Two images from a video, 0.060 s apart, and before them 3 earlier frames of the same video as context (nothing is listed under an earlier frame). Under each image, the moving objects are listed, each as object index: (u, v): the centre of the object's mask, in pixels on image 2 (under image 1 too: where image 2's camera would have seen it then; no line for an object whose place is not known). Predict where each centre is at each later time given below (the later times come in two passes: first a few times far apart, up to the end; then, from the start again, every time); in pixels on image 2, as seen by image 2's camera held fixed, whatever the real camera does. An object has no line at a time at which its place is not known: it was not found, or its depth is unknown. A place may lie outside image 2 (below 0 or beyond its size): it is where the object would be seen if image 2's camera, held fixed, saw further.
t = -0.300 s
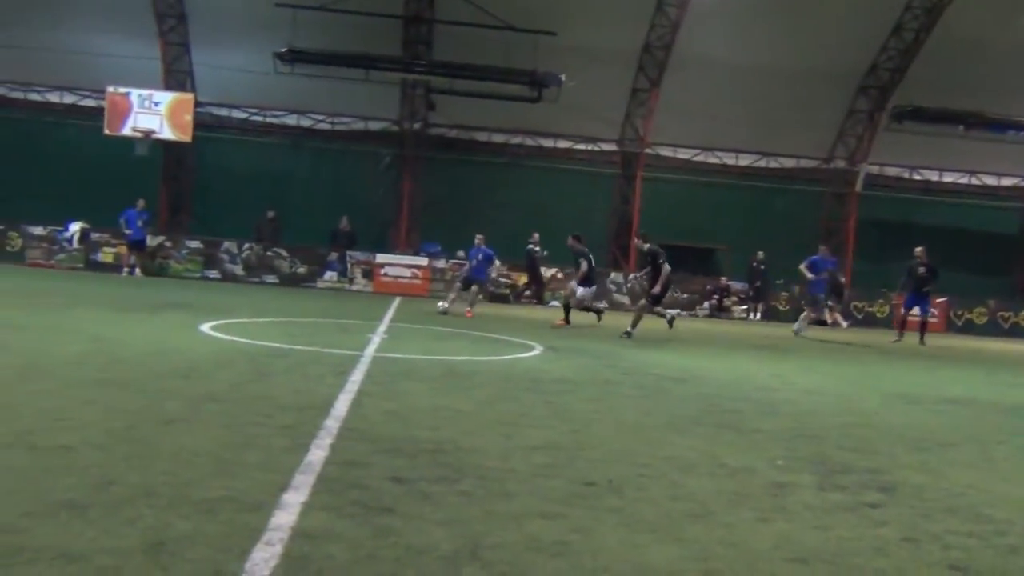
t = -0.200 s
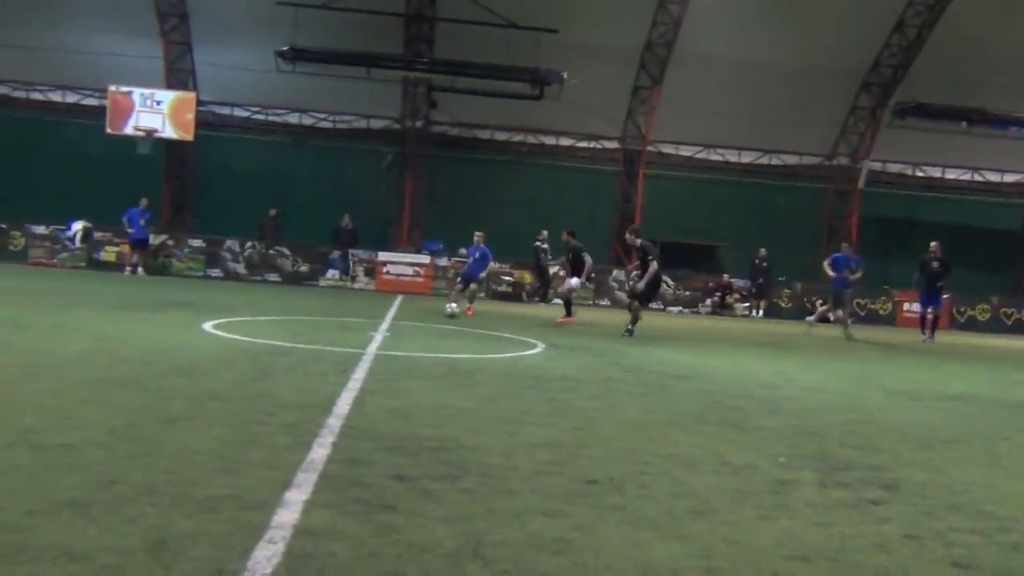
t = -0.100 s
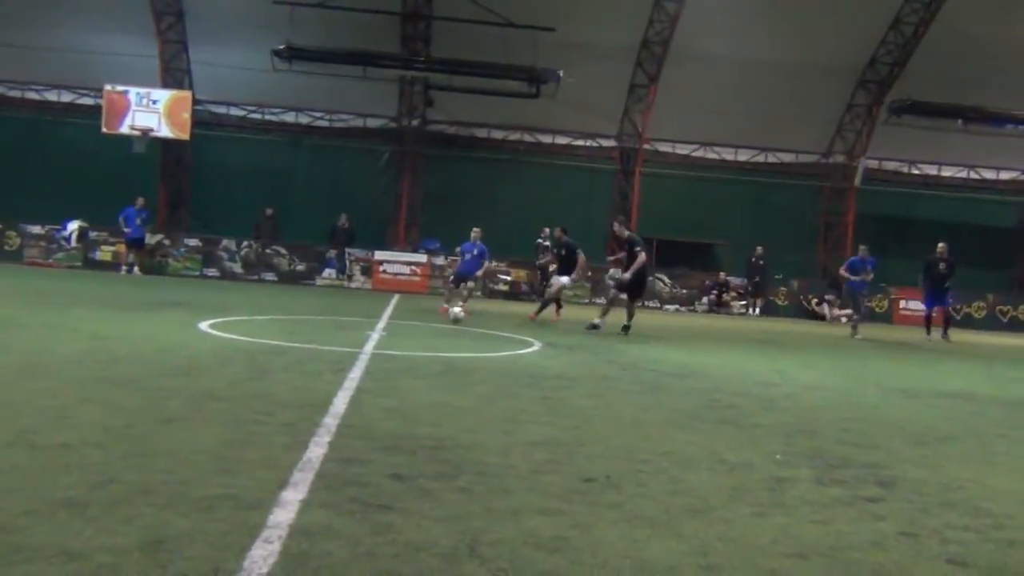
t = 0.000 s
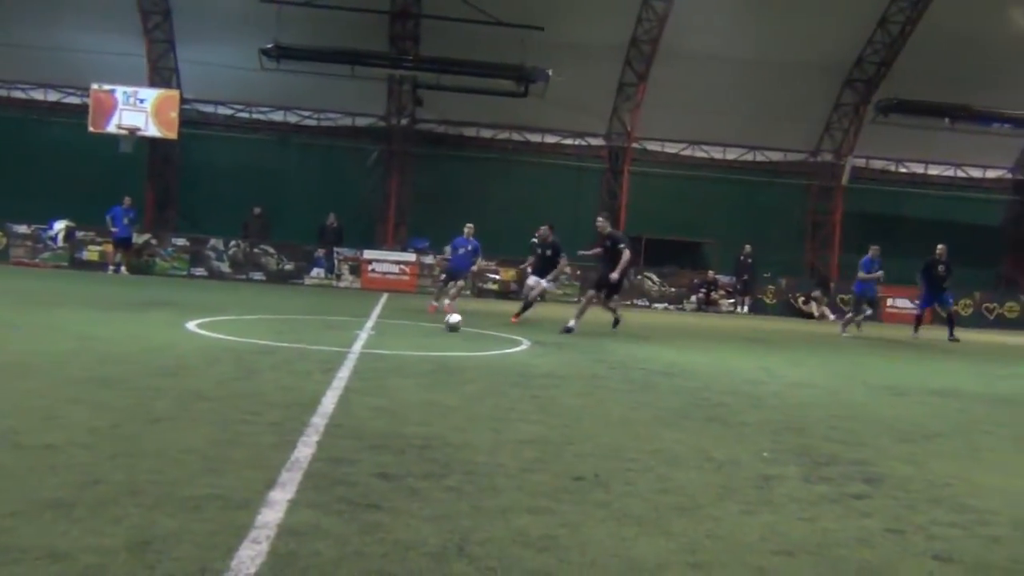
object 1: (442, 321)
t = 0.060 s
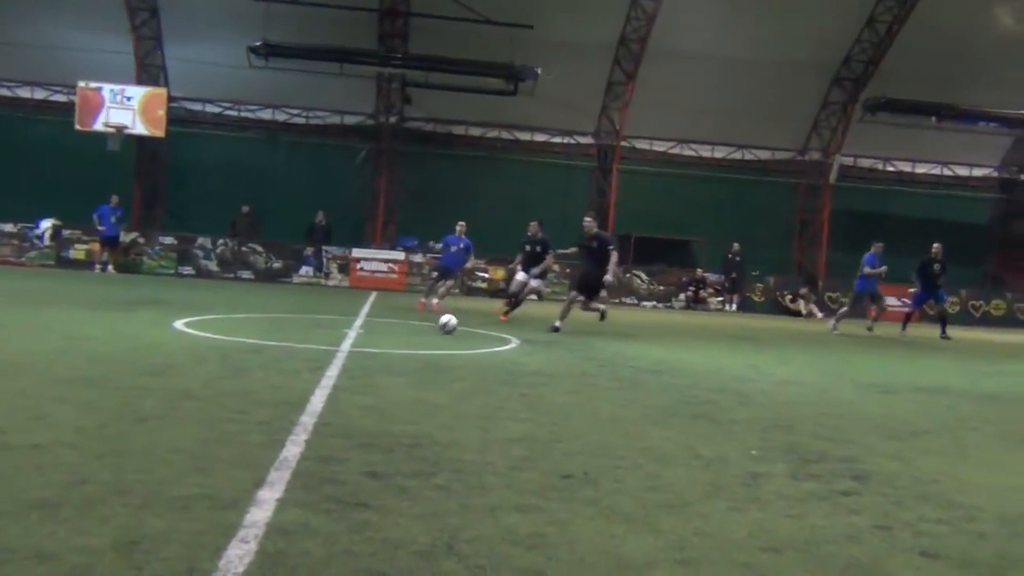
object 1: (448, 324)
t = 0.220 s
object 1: (465, 339)
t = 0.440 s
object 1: (491, 365)
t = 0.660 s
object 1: (526, 395)
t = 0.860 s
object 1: (574, 428)
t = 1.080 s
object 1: (659, 499)
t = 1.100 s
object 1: (671, 514)
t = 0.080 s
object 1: (449, 326)
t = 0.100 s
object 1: (451, 327)
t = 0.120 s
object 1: (453, 330)
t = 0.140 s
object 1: (456, 332)
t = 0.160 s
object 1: (458, 334)
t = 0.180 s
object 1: (460, 336)
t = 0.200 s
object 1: (462, 338)
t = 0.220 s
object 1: (465, 339)
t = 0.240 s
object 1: (467, 342)
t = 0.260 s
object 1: (468, 344)
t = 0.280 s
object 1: (471, 346)
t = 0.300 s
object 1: (473, 349)
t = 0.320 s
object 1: (475, 351)
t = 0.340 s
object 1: (478, 353)
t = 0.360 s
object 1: (480, 355)
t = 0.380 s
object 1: (483, 357)
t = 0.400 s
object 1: (485, 359)
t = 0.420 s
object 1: (488, 362)
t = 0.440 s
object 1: (491, 365)
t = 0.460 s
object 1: (494, 367)
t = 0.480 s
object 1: (497, 369)
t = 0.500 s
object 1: (501, 371)
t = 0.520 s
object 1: (503, 374)
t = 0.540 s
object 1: (505, 377)
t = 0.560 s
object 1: (509, 381)
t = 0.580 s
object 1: (512, 385)
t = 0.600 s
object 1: (516, 387)
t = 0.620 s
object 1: (519, 389)
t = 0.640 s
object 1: (522, 391)
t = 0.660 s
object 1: (526, 395)
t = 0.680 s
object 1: (530, 399)
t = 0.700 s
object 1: (534, 404)
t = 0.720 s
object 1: (538, 406)
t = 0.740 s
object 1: (543, 406)
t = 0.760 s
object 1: (548, 407)
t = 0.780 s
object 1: (553, 409)
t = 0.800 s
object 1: (558, 413)
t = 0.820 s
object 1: (564, 417)
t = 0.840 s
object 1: (569, 422)
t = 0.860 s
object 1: (574, 428)
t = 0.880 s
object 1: (580, 435)
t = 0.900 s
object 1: (586, 445)
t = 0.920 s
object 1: (593, 454)
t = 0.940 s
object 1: (600, 457)
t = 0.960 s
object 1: (607, 458)
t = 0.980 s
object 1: (614, 460)
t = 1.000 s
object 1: (623, 465)
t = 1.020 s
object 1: (631, 471)
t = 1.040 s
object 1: (641, 479)
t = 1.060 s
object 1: (650, 489)
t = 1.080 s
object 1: (659, 499)
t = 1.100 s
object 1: (671, 514)
